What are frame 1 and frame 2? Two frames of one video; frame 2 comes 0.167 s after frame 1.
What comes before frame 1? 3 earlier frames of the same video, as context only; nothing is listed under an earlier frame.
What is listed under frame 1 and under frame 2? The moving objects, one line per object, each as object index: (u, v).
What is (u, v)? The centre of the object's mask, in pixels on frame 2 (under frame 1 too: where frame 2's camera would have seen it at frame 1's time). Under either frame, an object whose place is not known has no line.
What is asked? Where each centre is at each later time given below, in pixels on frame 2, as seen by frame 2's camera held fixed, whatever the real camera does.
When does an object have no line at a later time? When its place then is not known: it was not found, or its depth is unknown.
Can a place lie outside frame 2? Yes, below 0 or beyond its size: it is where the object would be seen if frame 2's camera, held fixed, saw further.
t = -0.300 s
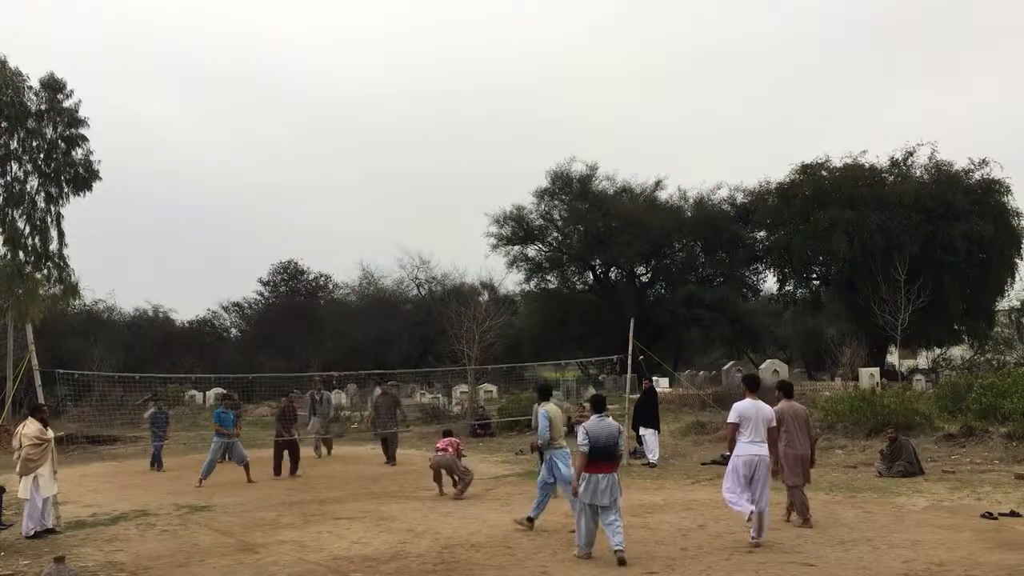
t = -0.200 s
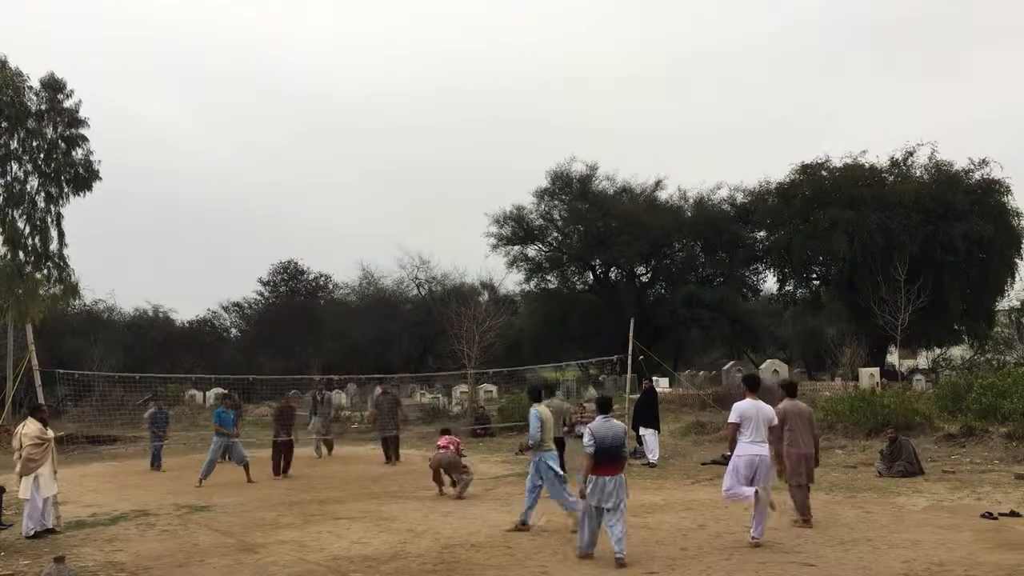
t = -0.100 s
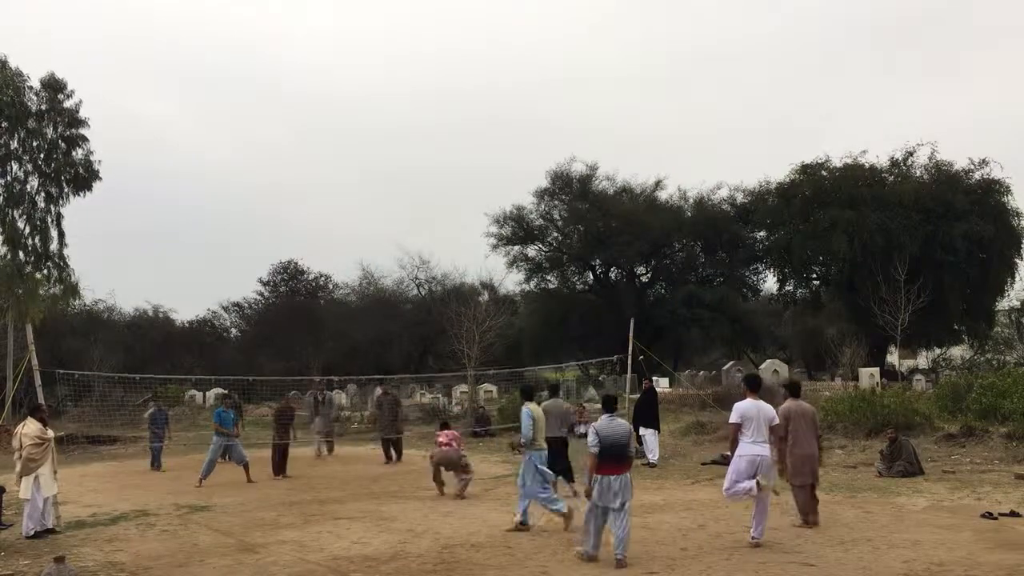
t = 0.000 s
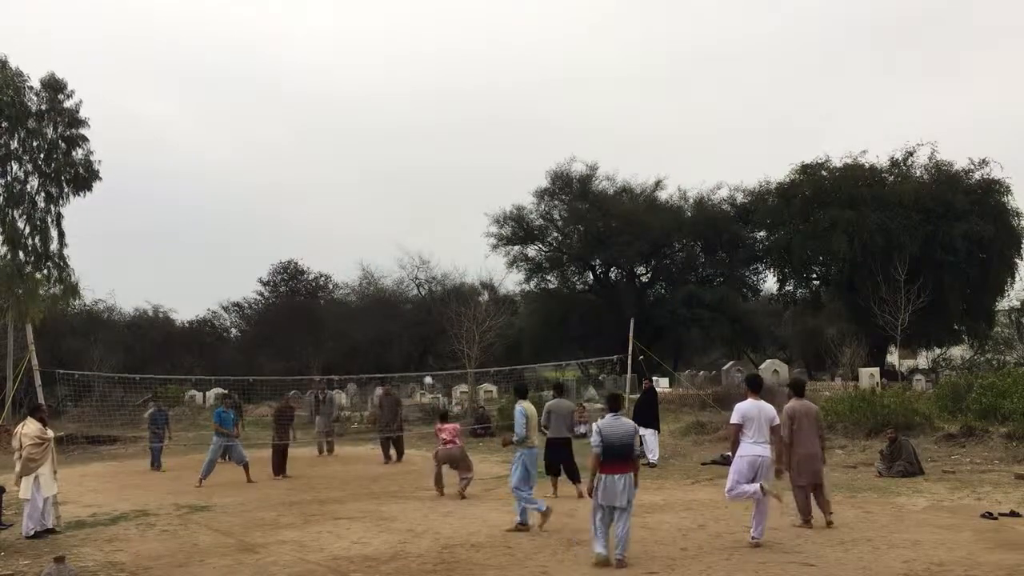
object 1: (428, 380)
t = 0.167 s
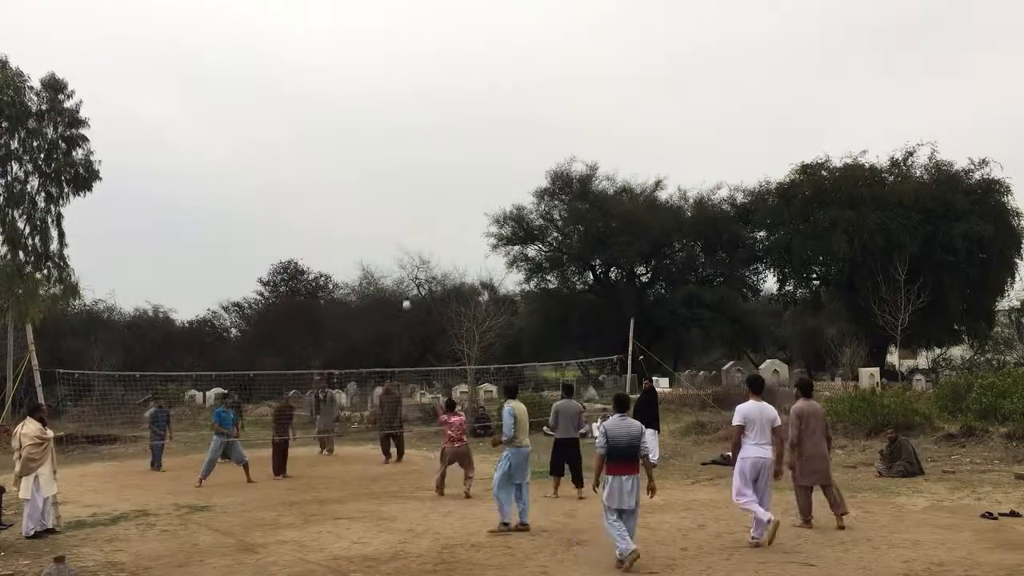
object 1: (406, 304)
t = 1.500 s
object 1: (289, 313)
